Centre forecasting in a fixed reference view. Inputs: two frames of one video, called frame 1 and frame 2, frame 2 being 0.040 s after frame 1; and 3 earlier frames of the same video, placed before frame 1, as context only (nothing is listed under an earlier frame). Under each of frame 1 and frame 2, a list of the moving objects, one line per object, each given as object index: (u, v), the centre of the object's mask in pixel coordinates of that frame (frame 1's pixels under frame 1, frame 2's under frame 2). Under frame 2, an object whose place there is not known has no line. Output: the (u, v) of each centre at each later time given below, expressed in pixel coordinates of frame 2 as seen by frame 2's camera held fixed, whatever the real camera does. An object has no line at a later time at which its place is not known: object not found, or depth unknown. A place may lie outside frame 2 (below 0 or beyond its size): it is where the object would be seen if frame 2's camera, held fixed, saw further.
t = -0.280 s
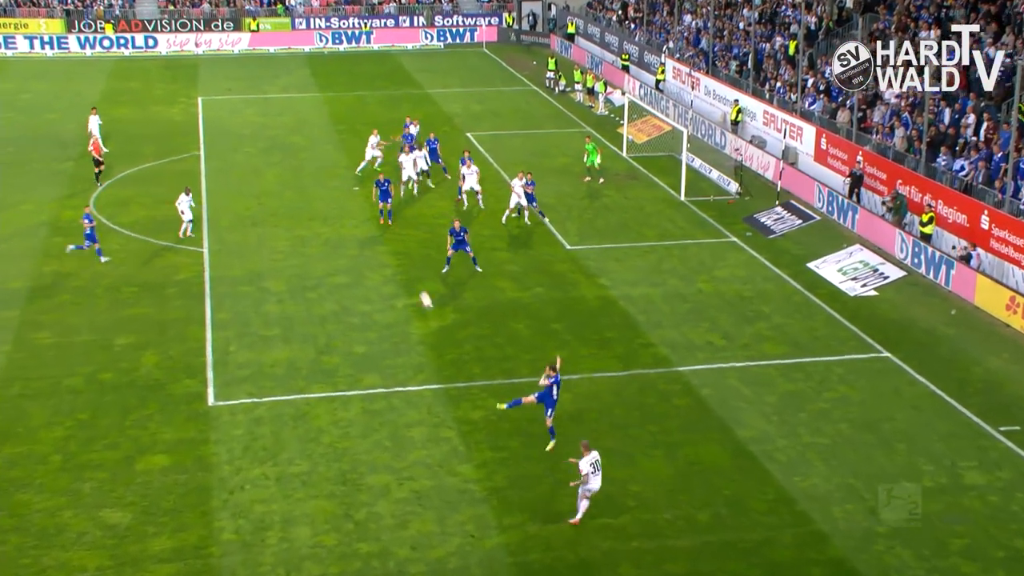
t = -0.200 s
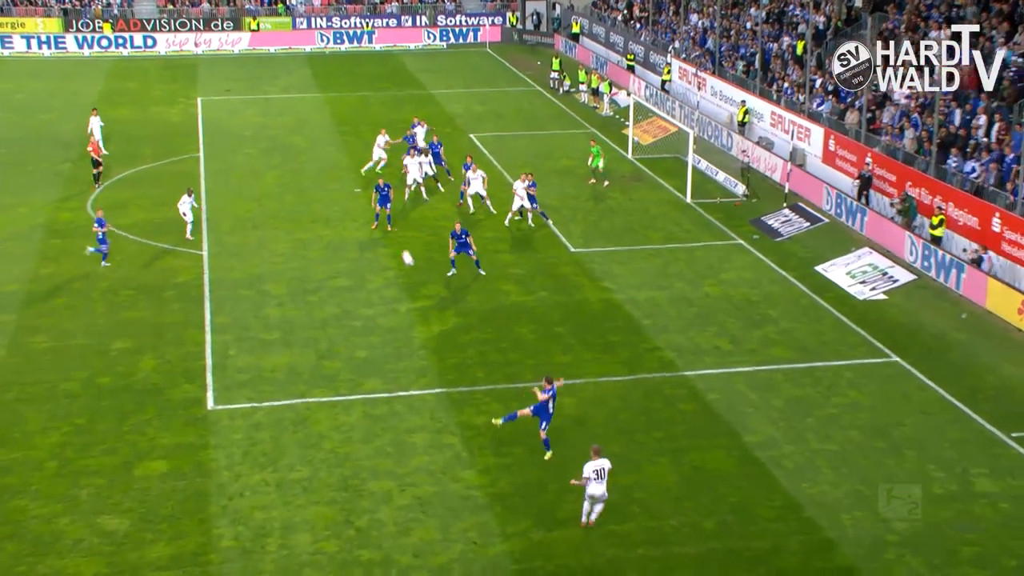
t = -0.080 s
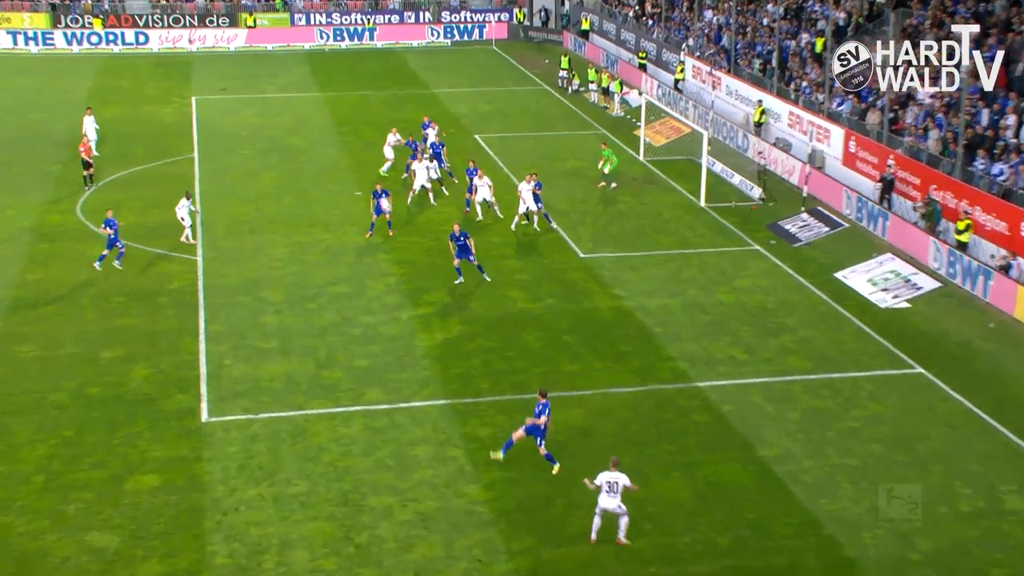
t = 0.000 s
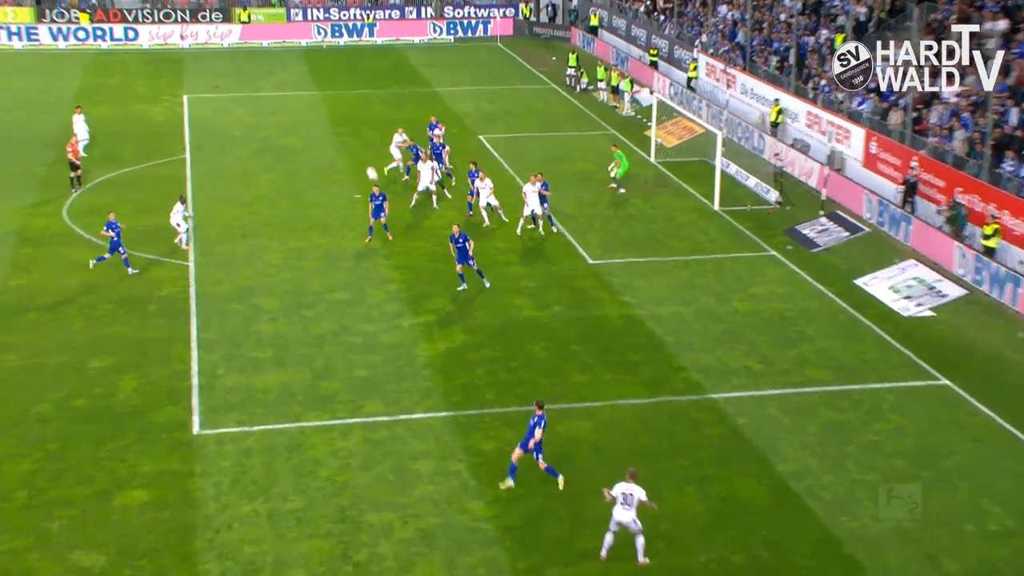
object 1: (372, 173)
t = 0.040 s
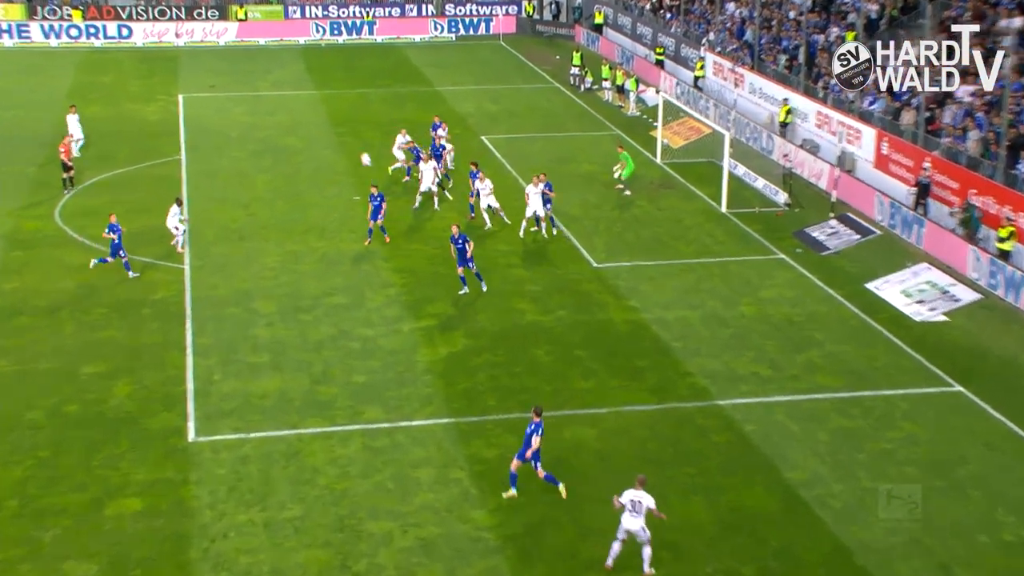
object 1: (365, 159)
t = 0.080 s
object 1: (360, 144)
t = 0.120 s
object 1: (354, 131)
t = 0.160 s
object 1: (349, 117)
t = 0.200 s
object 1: (344, 105)
